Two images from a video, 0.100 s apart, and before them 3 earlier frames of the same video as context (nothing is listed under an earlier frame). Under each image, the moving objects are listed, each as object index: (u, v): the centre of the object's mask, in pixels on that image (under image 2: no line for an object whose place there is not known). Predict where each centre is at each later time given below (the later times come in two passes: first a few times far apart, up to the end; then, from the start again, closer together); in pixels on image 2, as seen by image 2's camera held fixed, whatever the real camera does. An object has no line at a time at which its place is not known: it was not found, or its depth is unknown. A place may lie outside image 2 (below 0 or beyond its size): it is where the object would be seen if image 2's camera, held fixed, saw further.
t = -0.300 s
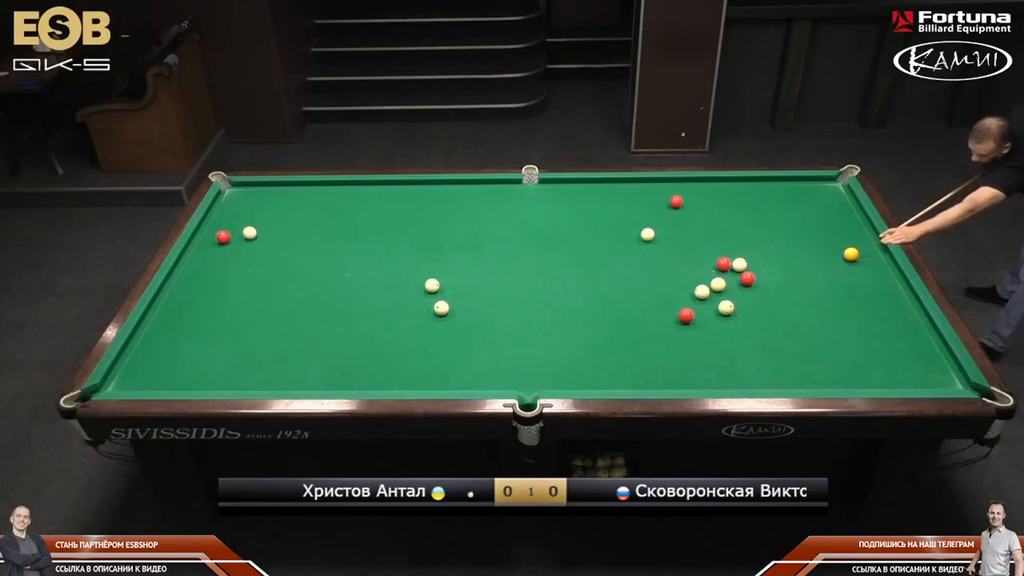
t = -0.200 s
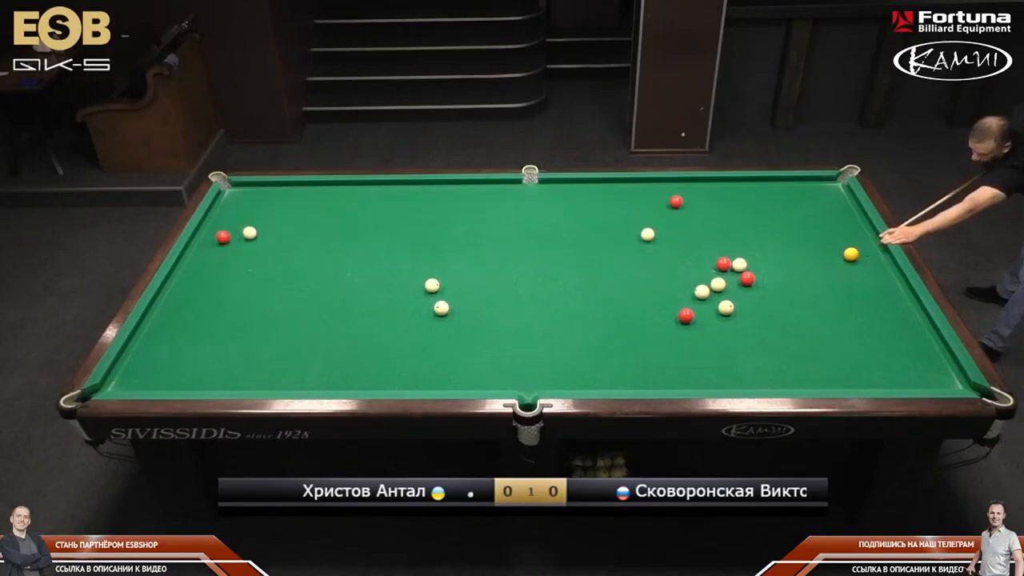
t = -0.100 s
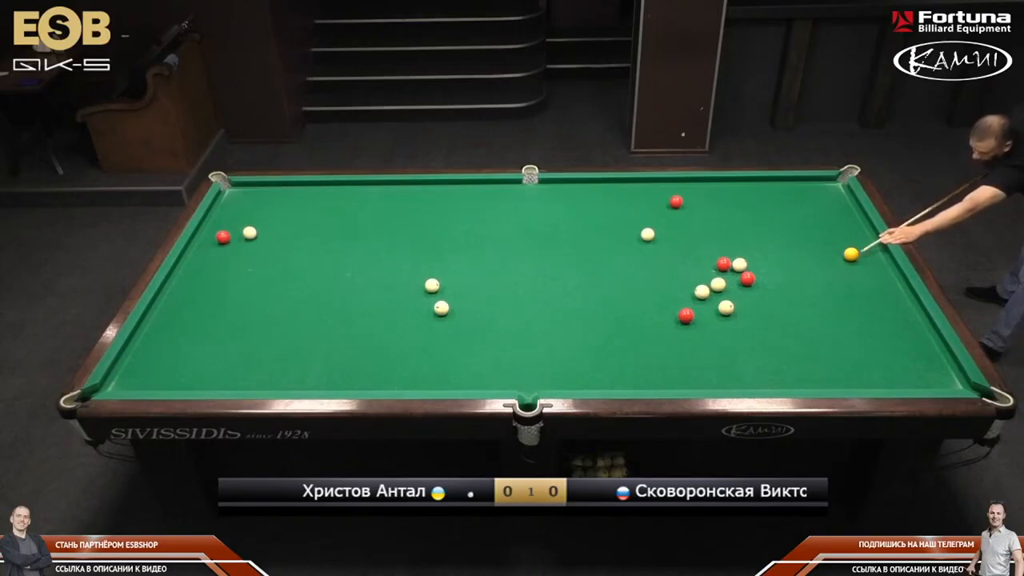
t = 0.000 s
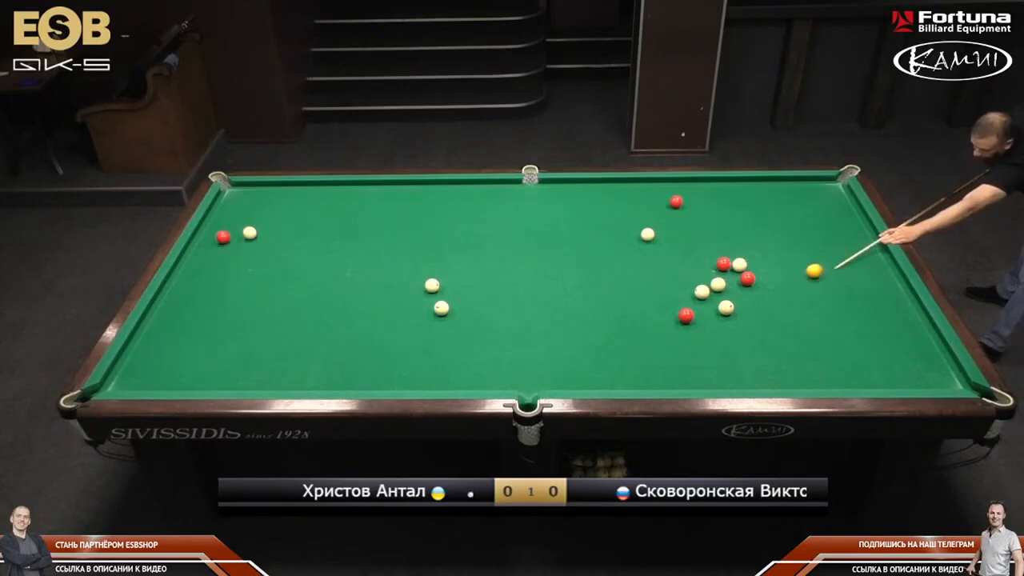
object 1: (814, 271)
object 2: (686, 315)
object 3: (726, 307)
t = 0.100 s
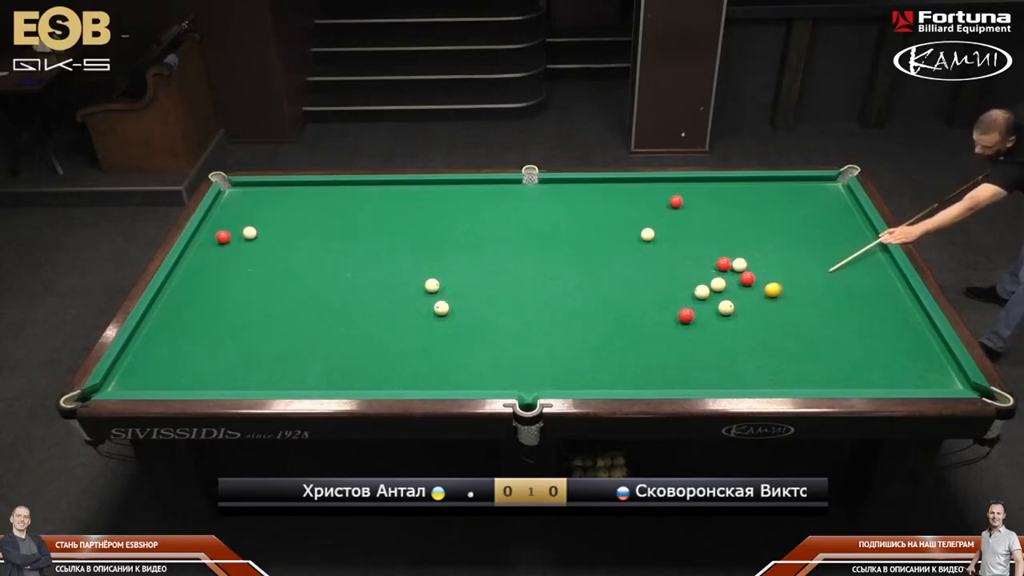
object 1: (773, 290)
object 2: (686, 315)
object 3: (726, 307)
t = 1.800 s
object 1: (851, 347)
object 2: (341, 343)
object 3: (585, 243)
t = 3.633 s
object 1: (897, 290)
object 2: (205, 278)
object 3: (508, 197)
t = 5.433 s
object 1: (864, 276)
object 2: (323, 239)
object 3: (477, 186)
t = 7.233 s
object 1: (863, 276)
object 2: (385, 219)
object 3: (474, 187)
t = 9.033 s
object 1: (863, 276)
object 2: (402, 214)
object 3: (474, 187)
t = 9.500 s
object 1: (863, 276)
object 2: (402, 214)
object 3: (474, 187)
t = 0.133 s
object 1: (756, 297)
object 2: (686, 316)
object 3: (726, 307)
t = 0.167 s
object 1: (749, 301)
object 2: (686, 316)
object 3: (726, 307)
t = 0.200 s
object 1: (741, 307)
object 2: (686, 315)
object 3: (718, 308)
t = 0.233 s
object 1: (744, 312)
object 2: (685, 316)
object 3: (699, 310)
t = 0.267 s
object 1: (745, 314)
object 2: (680, 317)
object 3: (696, 309)
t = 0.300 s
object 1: (748, 318)
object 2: (667, 323)
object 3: (692, 307)
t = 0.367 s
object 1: (753, 323)
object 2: (648, 330)
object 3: (686, 304)
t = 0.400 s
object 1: (756, 327)
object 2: (635, 335)
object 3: (683, 301)
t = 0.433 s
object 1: (759, 331)
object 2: (624, 339)
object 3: (679, 300)
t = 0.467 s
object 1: (760, 333)
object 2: (618, 341)
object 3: (678, 299)
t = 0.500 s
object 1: (763, 337)
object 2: (608, 345)
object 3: (674, 297)
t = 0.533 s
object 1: (766, 340)
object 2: (597, 349)
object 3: (671, 294)
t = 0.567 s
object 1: (768, 342)
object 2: (592, 351)
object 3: (669, 294)
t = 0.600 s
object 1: (770, 346)
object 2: (582, 355)
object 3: (666, 292)
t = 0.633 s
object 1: (774, 350)
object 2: (571, 359)
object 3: (663, 290)
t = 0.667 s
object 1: (775, 352)
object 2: (566, 361)
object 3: (661, 289)
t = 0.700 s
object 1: (779, 356)
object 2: (555, 364)
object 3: (658, 287)
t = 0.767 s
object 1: (783, 362)
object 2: (539, 370)
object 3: (653, 284)
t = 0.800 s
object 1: (786, 366)
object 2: (528, 374)
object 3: (650, 282)
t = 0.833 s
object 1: (789, 370)
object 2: (518, 379)
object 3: (647, 280)
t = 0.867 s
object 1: (791, 372)
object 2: (512, 380)
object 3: (646, 280)
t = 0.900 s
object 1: (794, 376)
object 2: (501, 383)
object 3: (642, 278)
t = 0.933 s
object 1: (797, 379)
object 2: (491, 384)
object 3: (640, 276)
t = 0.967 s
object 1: (799, 381)
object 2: (488, 383)
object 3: (638, 275)
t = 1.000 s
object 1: (802, 384)
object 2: (480, 381)
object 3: (635, 274)
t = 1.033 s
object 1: (805, 382)
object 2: (473, 380)
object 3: (632, 272)
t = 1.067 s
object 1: (806, 381)
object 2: (469, 379)
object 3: (631, 271)
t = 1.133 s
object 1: (812, 378)
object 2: (454, 375)
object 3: (625, 268)
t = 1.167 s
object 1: (813, 377)
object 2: (450, 374)
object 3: (624, 267)
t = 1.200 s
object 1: (816, 375)
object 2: (443, 372)
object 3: (621, 265)
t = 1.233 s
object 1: (818, 373)
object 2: (435, 370)
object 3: (619, 264)
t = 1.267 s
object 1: (820, 372)
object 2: (432, 369)
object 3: (617, 263)
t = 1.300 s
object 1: (822, 370)
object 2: (424, 366)
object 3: (615, 261)
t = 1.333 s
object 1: (825, 368)
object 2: (417, 365)
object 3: (612, 260)
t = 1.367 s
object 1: (826, 367)
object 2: (414, 363)
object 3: (611, 259)
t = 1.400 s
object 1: (828, 365)
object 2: (407, 362)
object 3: (608, 257)
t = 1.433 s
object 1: (831, 363)
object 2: (400, 360)
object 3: (606, 256)
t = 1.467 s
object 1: (832, 362)
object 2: (397, 359)
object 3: (605, 255)
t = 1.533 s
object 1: (837, 358)
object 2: (383, 355)
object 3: (600, 252)
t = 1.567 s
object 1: (838, 357)
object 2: (380, 354)
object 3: (599, 251)
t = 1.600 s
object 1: (840, 356)
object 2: (373, 352)
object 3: (596, 250)
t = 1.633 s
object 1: (842, 354)
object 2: (367, 350)
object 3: (594, 249)
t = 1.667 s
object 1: (843, 353)
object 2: (363, 349)
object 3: (593, 248)
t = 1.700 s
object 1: (846, 351)
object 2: (357, 347)
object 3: (590, 246)
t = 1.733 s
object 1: (848, 349)
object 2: (351, 346)
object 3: (588, 245)
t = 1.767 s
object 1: (849, 348)
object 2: (348, 345)
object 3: (587, 244)
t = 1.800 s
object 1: (851, 347)
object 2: (341, 343)
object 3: (585, 243)
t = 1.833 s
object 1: (853, 345)
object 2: (335, 341)
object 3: (582, 242)
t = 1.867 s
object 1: (854, 344)
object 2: (332, 340)
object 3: (582, 241)
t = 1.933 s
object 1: (858, 341)
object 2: (320, 337)
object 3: (577, 238)
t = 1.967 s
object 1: (859, 340)
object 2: (317, 336)
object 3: (576, 238)
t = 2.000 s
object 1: (861, 338)
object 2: (311, 334)
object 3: (574, 237)
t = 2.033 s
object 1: (863, 337)
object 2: (305, 333)
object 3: (572, 235)
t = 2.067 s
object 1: (864, 336)
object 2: (302, 332)
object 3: (571, 235)
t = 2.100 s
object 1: (866, 334)
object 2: (296, 330)
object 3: (569, 233)
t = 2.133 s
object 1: (868, 333)
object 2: (291, 329)
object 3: (567, 232)
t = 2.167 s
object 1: (869, 332)
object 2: (288, 328)
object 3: (566, 232)
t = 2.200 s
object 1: (871, 330)
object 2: (283, 326)
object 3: (564, 231)
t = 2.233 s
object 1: (873, 329)
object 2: (277, 324)
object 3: (562, 229)
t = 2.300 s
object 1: (876, 327)
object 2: (269, 322)
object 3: (559, 228)
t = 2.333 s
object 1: (878, 325)
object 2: (263, 321)
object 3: (557, 227)
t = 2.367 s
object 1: (878, 324)
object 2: (261, 320)
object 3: (556, 226)
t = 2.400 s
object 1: (880, 323)
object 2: (255, 318)
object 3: (555, 225)
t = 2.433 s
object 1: (882, 321)
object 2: (250, 317)
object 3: (553, 224)
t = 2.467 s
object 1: (883, 321)
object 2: (247, 316)
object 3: (552, 223)
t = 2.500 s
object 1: (884, 319)
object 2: (242, 315)
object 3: (550, 222)
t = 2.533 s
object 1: (886, 318)
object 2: (237, 313)
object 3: (548, 221)
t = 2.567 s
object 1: (887, 317)
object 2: (235, 312)
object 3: (547, 221)
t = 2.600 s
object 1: (888, 316)
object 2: (230, 311)
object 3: (546, 220)
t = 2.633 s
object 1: (890, 315)
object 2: (225, 310)
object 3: (544, 218)
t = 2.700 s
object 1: (892, 313)
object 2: (217, 307)
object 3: (542, 217)
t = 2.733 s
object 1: (894, 311)
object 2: (212, 306)
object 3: (540, 216)
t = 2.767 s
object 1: (895, 311)
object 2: (210, 305)
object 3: (539, 216)
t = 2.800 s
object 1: (896, 309)
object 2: (205, 304)
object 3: (538, 214)
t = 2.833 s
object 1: (898, 308)
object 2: (200, 302)
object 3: (536, 214)
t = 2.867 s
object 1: (899, 308)
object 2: (198, 302)
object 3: (535, 213)
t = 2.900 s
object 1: (900, 306)
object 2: (193, 300)
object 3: (534, 212)
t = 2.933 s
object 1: (901, 305)
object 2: (189, 299)
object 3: (532, 211)
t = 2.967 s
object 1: (902, 305)
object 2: (186, 298)
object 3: (531, 211)
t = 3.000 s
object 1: (903, 303)
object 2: (182, 297)
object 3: (530, 210)
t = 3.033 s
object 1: (905, 302)
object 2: (177, 296)
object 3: (528, 209)
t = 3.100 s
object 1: (907, 300)
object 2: (171, 294)
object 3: (526, 208)
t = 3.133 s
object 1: (908, 299)
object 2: (166, 292)
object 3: (525, 207)
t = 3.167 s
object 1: (909, 299)
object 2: (164, 292)
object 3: (524, 207)
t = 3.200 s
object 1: (910, 298)
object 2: (166, 290)
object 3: (522, 206)
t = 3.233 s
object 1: (910, 297)
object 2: (170, 289)
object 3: (521, 205)
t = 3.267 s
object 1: (910, 296)
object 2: (172, 289)
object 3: (520, 204)
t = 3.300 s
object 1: (908, 296)
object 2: (175, 288)
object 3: (519, 204)
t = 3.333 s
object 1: (907, 295)
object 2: (179, 286)
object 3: (518, 203)
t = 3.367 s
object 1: (906, 295)
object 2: (181, 286)
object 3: (517, 202)
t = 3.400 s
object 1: (905, 294)
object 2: (185, 285)
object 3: (516, 202)
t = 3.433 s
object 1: (903, 293)
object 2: (188, 283)
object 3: (515, 201)
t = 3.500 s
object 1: (901, 292)
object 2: (193, 282)
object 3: (513, 200)
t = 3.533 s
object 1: (900, 292)
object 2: (197, 281)
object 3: (511, 199)
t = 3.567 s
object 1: (899, 291)
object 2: (199, 280)
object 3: (511, 199)
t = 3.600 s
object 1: (898, 291)
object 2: (202, 279)
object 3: (510, 198)
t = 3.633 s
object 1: (897, 290)
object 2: (205, 278)
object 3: (508, 197)
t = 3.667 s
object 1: (896, 290)
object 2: (207, 277)
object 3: (508, 197)
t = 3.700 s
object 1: (895, 289)
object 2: (210, 276)
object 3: (507, 196)
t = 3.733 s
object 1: (893, 289)
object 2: (214, 275)
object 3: (505, 196)
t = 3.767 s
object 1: (893, 288)
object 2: (215, 275)
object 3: (505, 195)
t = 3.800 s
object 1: (892, 288)
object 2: (218, 274)
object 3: (504, 195)
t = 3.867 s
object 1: (890, 287)
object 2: (223, 272)
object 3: (502, 194)
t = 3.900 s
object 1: (889, 286)
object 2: (226, 271)
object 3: (501, 193)
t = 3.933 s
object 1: (888, 286)
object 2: (229, 270)
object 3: (500, 192)
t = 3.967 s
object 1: (887, 286)
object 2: (231, 270)
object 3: (500, 192)
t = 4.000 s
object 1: (886, 285)
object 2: (234, 268)
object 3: (499, 191)
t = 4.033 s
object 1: (885, 285)
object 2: (237, 268)
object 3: (498, 191)
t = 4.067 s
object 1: (885, 284)
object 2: (239, 267)
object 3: (497, 190)
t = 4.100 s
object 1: (884, 284)
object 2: (241, 266)
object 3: (496, 190)
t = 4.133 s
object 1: (883, 284)
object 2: (244, 265)
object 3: (495, 189)
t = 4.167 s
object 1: (882, 283)
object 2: (246, 265)
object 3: (495, 189)
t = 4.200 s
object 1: (881, 283)
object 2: (249, 264)
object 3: (494, 189)
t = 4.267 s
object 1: (880, 282)
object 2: (253, 263)
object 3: (492, 188)
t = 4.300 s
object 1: (879, 282)
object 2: (255, 262)
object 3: (492, 187)
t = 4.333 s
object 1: (878, 282)
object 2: (258, 261)
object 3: (491, 187)
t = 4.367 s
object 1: (878, 281)
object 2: (260, 260)
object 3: (490, 186)
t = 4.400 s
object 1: (877, 281)
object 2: (263, 259)
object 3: (489, 186)
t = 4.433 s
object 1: (876, 281)
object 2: (265, 258)
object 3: (489, 185)
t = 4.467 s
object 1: (876, 281)
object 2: (266, 258)
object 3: (488, 185)
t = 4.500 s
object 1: (875, 280)
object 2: (269, 257)
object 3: (487, 185)
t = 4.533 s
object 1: (874, 280)
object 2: (272, 256)
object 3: (486, 184)
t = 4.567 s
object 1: (874, 280)
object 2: (273, 256)
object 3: (486, 184)
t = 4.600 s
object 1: (873, 279)
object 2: (276, 255)
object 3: (485, 183)
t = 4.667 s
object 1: (872, 279)
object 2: (279, 254)
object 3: (484, 183)
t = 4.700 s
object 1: (871, 279)
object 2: (282, 253)
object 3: (484, 182)
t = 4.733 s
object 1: (871, 278)
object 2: (284, 252)
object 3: (483, 183)
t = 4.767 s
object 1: (870, 278)
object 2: (285, 252)
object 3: (483, 183)
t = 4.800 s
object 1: (870, 278)
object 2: (288, 251)
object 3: (482, 183)
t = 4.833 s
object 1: (869, 278)
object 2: (290, 250)
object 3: (482, 183)
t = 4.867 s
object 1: (869, 278)
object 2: (291, 250)
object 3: (481, 183)
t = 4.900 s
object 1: (869, 278)
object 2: (294, 249)
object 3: (481, 183)
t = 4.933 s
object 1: (868, 277)
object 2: (296, 248)
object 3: (481, 184)
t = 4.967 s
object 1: (868, 278)
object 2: (297, 248)
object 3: (480, 184)
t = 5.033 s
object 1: (867, 277)
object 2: (302, 246)
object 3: (480, 184)
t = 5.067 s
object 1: (867, 277)
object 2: (303, 246)
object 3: (480, 184)
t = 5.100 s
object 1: (866, 277)
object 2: (305, 245)
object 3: (479, 185)
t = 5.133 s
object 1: (866, 277)
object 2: (307, 245)
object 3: (479, 185)
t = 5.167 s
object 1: (866, 277)
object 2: (308, 244)
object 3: (479, 185)
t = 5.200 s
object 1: (865, 277)
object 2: (311, 244)
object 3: (479, 185)
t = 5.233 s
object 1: (865, 277)
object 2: (312, 243)
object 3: (478, 185)
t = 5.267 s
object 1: (865, 276)
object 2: (314, 243)
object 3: (478, 185)
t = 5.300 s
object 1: (864, 276)
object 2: (316, 242)
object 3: (478, 186)
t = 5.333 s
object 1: (864, 276)
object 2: (318, 241)
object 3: (478, 186)
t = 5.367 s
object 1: (864, 276)
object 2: (319, 241)
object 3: (477, 186)
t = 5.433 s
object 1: (864, 276)
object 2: (323, 239)
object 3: (477, 186)
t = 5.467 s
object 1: (864, 276)
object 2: (324, 239)
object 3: (477, 186)
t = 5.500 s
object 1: (864, 276)
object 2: (326, 239)
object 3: (476, 186)
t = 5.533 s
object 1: (863, 276)
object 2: (327, 238)
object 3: (476, 186)
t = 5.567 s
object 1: (863, 276)
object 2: (328, 238)
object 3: (476, 187)
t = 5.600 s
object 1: (863, 276)
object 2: (330, 237)
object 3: (476, 187)
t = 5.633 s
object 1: (863, 276)
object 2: (332, 236)
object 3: (476, 187)
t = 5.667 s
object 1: (863, 276)
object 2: (333, 236)
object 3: (476, 187)
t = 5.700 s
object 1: (863, 276)
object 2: (335, 235)
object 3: (476, 187)
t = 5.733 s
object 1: (863, 276)
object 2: (337, 235)
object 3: (476, 187)
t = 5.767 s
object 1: (863, 276)
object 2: (337, 234)
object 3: (475, 187)
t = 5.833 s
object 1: (863, 276)
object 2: (341, 234)
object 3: (475, 187)
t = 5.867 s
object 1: (863, 276)
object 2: (341, 233)
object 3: (475, 187)
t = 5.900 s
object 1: (863, 276)
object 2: (343, 233)
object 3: (475, 187)
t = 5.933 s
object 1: (863, 276)
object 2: (345, 232)
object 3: (475, 187)
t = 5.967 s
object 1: (863, 276)
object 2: (345, 232)
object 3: (475, 187)
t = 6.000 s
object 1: (863, 276)
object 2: (347, 231)
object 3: (475, 187)
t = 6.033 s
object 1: (863, 276)
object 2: (349, 231)
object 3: (475, 187)
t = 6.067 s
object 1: (863, 276)
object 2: (350, 230)
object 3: (475, 187)
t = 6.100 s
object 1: (863, 276)
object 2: (351, 230)
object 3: (475, 187)
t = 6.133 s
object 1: (863, 276)
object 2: (352, 229)
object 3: (475, 187)
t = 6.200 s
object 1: (863, 276)
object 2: (355, 229)
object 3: (474, 187)
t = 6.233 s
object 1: (863, 276)
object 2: (356, 228)
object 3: (474, 187)
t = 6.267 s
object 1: (863, 276)
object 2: (357, 228)
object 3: (474, 187)
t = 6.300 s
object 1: (863, 276)
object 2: (358, 228)
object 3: (474, 187)
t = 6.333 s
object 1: (863, 276)
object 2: (360, 227)
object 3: (474, 187)
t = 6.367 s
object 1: (863, 276)
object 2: (360, 227)
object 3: (474, 187)
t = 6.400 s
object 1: (863, 276)
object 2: (362, 227)
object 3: (474, 187)
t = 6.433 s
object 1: (863, 276)
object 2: (363, 226)
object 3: (474, 187)
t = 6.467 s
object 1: (863, 276)
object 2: (364, 226)
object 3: (474, 187)
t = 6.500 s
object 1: (863, 276)
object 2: (365, 225)
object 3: (474, 187)
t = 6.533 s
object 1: (863, 276)
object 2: (366, 225)
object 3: (474, 187)
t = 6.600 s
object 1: (863, 276)
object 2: (368, 224)
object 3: (474, 187)
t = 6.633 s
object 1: (863, 276)
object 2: (369, 224)
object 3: (474, 187)
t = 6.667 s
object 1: (863, 276)
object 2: (370, 224)
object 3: (474, 187)
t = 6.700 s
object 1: (863, 276)
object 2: (371, 223)
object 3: (474, 187)
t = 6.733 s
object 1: (863, 276)
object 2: (372, 223)
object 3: (474, 187)
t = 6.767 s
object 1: (863, 276)
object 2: (373, 223)
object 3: (474, 187)
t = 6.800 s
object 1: (863, 276)
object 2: (374, 222)
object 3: (474, 187)
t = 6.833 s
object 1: (863, 276)
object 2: (375, 222)
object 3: (474, 187)
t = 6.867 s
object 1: (863, 276)
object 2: (376, 222)
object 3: (474, 187)
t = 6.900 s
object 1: (863, 276)
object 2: (377, 221)
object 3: (474, 187)
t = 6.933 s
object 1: (863, 276)
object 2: (378, 221)
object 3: (474, 187)
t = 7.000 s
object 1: (863, 276)
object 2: (379, 221)
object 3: (474, 187)
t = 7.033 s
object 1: (863, 276)
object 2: (380, 221)
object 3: (474, 187)
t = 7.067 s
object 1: (863, 276)
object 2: (381, 220)
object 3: (474, 187)
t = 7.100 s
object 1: (863, 276)
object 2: (382, 220)
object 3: (474, 187)
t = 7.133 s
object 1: (863, 276)
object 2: (382, 220)
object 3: (474, 187)
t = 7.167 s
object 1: (863, 276)
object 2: (383, 220)
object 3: (474, 187)
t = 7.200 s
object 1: (863, 276)
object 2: (384, 219)
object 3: (474, 187)
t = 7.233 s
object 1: (863, 276)
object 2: (385, 219)
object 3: (474, 187)
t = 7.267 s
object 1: (863, 276)
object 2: (385, 219)
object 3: (474, 187)
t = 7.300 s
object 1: (863, 276)
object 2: (386, 219)
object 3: (474, 187)
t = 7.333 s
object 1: (863, 276)
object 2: (387, 219)
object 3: (474, 187)
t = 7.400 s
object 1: (863, 276)
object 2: (388, 218)
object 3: (474, 187)
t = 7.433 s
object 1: (863, 276)
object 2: (389, 218)
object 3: (474, 187)
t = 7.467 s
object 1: (863, 276)
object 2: (390, 217)
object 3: (474, 187)
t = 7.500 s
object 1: (863, 276)
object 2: (390, 218)
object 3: (474, 187)
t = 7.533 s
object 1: (863, 276)
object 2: (391, 217)
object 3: (474, 187)
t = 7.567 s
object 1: (863, 276)
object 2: (391, 217)
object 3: (474, 187)
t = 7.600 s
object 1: (863, 276)
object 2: (392, 217)
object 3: (474, 187)
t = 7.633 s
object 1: (863, 276)
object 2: (392, 217)
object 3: (474, 187)
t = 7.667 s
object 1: (863, 276)
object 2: (393, 217)
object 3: (474, 187)
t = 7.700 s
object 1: (863, 276)
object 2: (393, 216)
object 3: (474, 187)
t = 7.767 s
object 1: (863, 276)
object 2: (394, 216)
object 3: (474, 187)
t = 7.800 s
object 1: (863, 276)
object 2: (395, 216)
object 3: (474, 187)
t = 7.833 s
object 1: (863, 276)
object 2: (395, 216)
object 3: (474, 187)
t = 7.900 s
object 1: (863, 276)
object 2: (396, 216)
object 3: (474, 187)
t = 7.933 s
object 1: (863, 276)
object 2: (397, 216)
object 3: (474, 187)
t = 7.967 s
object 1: (863, 276)
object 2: (397, 215)
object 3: (474, 187)
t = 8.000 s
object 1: (863, 276)
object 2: (397, 216)
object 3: (474, 187)
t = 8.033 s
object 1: (863, 276)
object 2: (398, 216)
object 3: (474, 187)
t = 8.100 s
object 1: (863, 276)
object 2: (398, 215)
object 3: (474, 187)
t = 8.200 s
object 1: (863, 276)
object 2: (399, 215)
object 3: (474, 187)
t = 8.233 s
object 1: (863, 276)
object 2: (400, 214)
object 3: (474, 187)
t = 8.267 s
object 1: (863, 276)
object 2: (400, 215)
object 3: (474, 187)
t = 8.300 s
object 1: (863, 276)
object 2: (400, 214)
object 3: (474, 187)
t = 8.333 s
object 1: (863, 276)
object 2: (400, 215)
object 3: (474, 187)
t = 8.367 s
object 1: (863, 276)
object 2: (400, 214)
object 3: (474, 187)
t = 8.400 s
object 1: (863, 276)
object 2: (401, 214)
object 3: (474, 187)
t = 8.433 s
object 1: (863, 276)
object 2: (401, 214)
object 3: (474, 187)
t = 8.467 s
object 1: (863, 276)
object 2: (401, 214)
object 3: (474, 187)
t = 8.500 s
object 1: (863, 276)
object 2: (402, 214)
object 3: (474, 187)
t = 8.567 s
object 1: (863, 276)
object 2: (402, 214)
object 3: (474, 187)
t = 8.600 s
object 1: (863, 276)
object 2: (402, 214)
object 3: (474, 187)
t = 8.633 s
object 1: (863, 276)
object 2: (402, 214)
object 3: (474, 187)
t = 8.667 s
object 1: (863, 276)
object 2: (402, 214)
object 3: (474, 187)
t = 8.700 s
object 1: (863, 276)
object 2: (402, 214)
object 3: (474, 187)
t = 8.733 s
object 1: (863, 276)
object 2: (402, 214)
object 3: (474, 187)
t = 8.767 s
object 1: (863, 276)
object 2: (402, 214)
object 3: (474, 187)
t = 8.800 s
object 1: (863, 276)
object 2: (402, 214)
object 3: (474, 187)
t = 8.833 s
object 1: (863, 276)
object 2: (402, 214)
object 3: (474, 187)
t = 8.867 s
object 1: (863, 276)
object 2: (402, 214)
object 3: (474, 187)
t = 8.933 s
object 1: (863, 276)
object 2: (402, 214)
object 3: (474, 187)
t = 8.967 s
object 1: (863, 276)
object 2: (402, 214)
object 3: (474, 187)
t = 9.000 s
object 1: (863, 276)
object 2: (402, 214)
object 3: (474, 187)
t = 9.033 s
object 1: (863, 276)
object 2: (402, 214)
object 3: (474, 187)
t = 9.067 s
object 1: (863, 276)
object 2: (402, 214)
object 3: (474, 187)
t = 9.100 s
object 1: (863, 276)
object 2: (402, 214)
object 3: (474, 187)
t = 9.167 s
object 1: (863, 276)
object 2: (402, 214)
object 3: (474, 187)
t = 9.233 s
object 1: (863, 276)
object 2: (402, 214)
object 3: (474, 187)
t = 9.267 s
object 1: (863, 276)
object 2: (402, 214)
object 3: (474, 187)
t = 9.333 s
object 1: (863, 276)
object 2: (402, 214)
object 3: (474, 187)
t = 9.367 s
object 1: (863, 276)
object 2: (402, 214)
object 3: (474, 187)
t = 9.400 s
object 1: (863, 276)
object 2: (402, 214)
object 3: (474, 187)
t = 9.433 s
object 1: (863, 276)
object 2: (402, 214)
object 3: (474, 187)
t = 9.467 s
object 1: (863, 276)
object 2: (402, 214)
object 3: (474, 187)
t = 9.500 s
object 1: (863, 276)
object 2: (402, 214)
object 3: (474, 187)
